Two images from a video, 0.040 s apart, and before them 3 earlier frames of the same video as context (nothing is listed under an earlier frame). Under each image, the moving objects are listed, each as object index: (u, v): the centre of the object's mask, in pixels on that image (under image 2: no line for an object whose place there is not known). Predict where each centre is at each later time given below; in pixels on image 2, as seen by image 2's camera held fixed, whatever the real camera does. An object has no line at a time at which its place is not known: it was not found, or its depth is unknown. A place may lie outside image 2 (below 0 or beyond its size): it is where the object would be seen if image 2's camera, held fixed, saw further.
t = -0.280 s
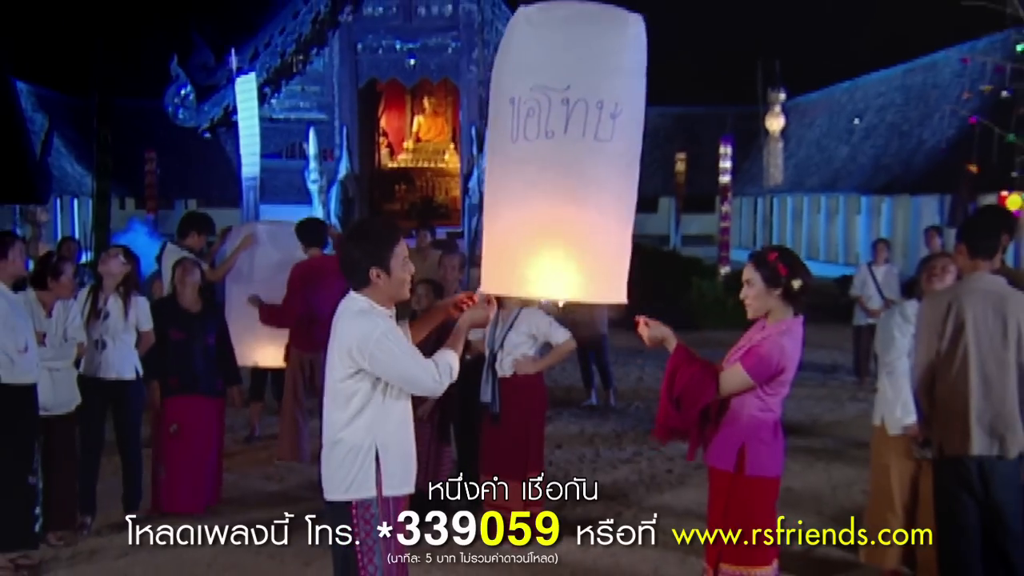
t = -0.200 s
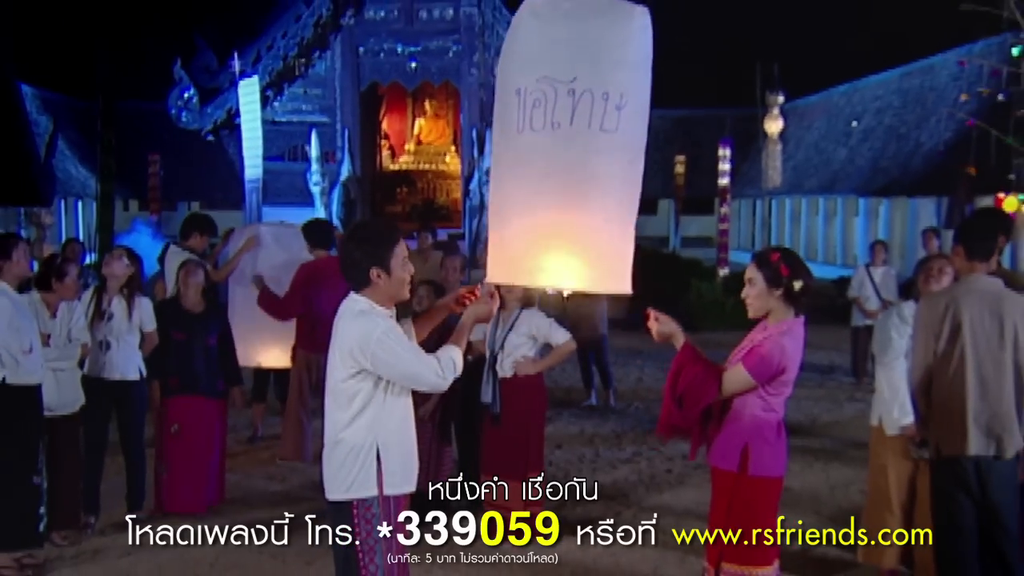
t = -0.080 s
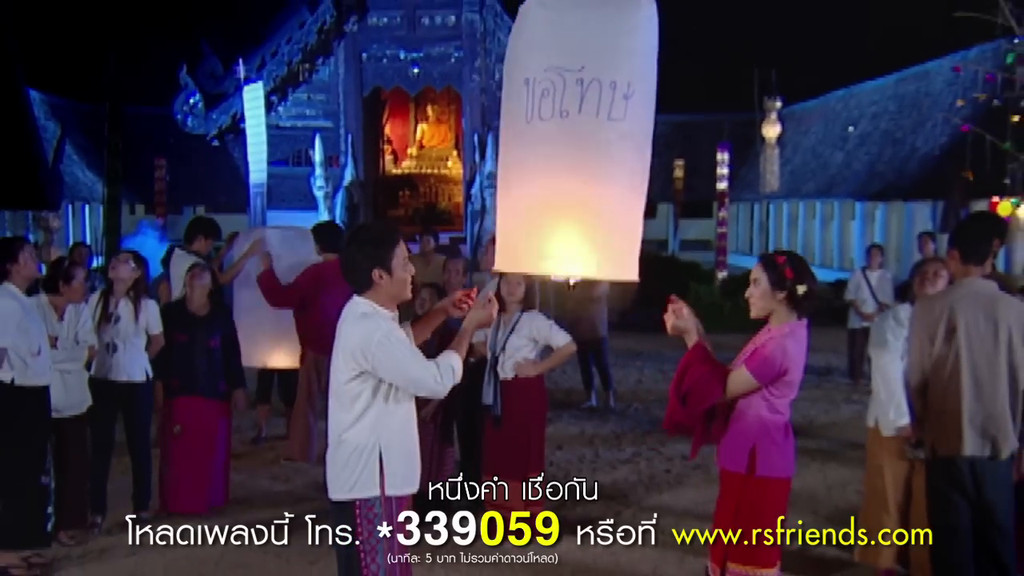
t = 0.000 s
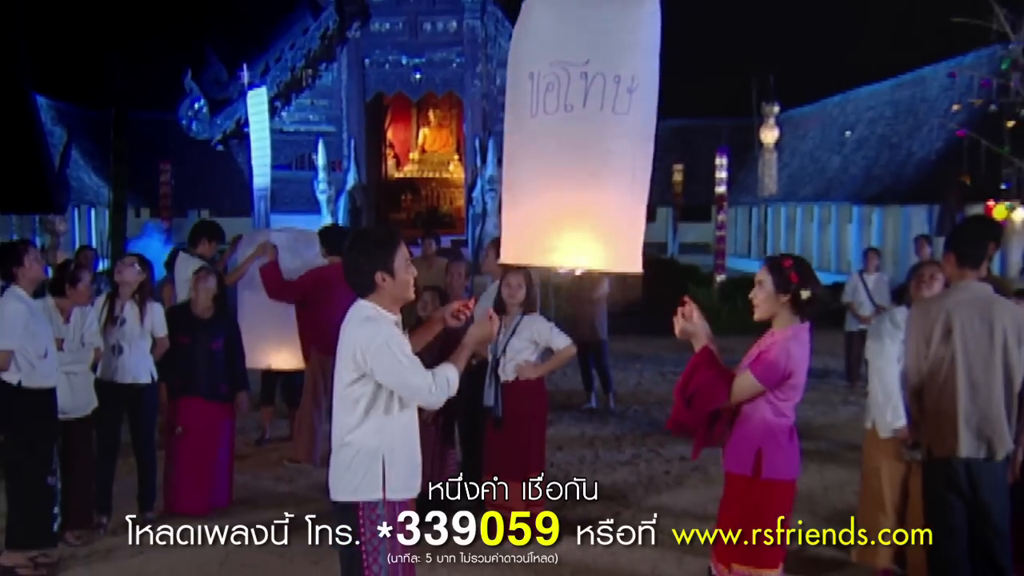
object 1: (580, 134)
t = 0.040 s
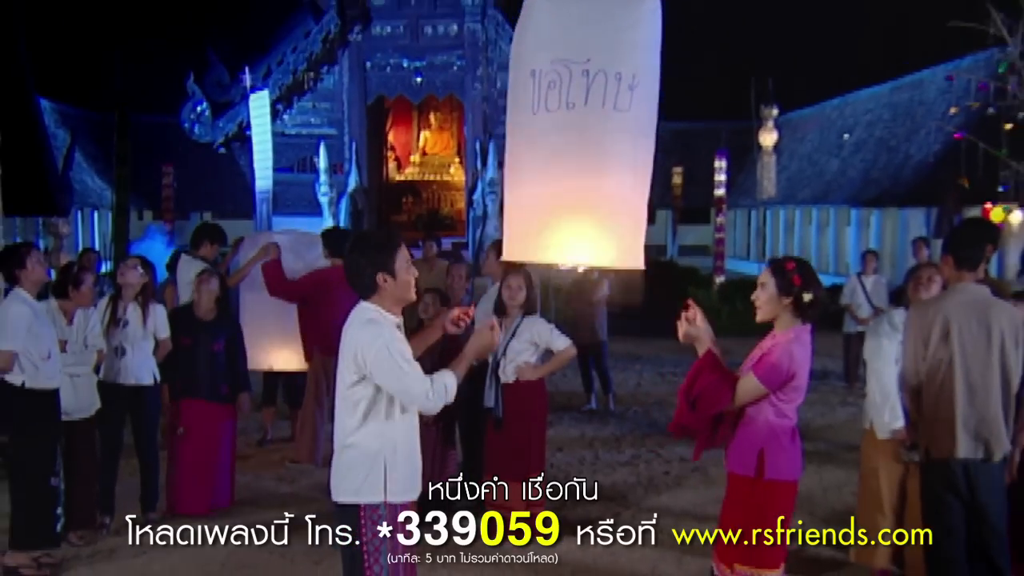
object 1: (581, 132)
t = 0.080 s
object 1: (583, 126)
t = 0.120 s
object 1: (585, 120)
